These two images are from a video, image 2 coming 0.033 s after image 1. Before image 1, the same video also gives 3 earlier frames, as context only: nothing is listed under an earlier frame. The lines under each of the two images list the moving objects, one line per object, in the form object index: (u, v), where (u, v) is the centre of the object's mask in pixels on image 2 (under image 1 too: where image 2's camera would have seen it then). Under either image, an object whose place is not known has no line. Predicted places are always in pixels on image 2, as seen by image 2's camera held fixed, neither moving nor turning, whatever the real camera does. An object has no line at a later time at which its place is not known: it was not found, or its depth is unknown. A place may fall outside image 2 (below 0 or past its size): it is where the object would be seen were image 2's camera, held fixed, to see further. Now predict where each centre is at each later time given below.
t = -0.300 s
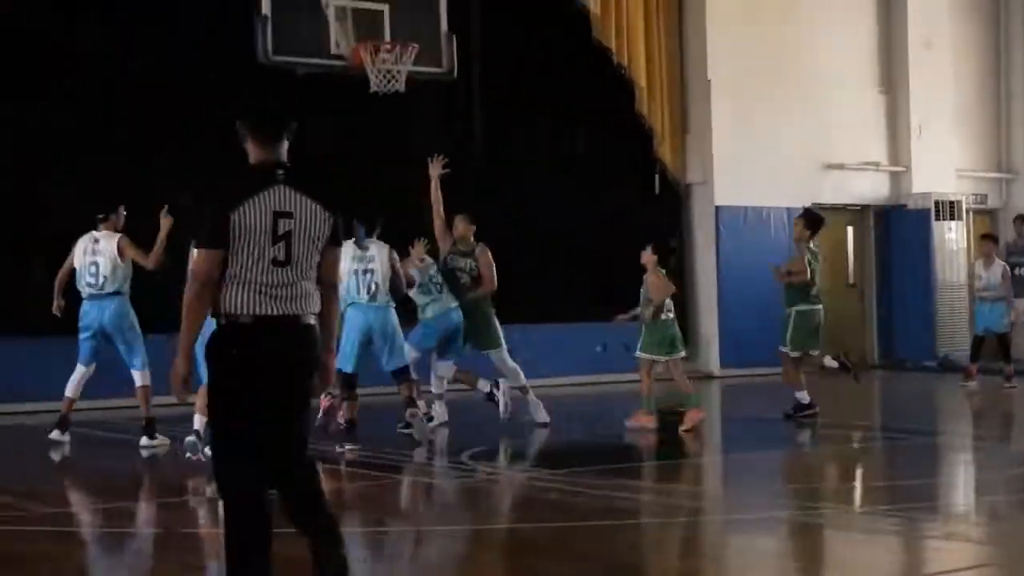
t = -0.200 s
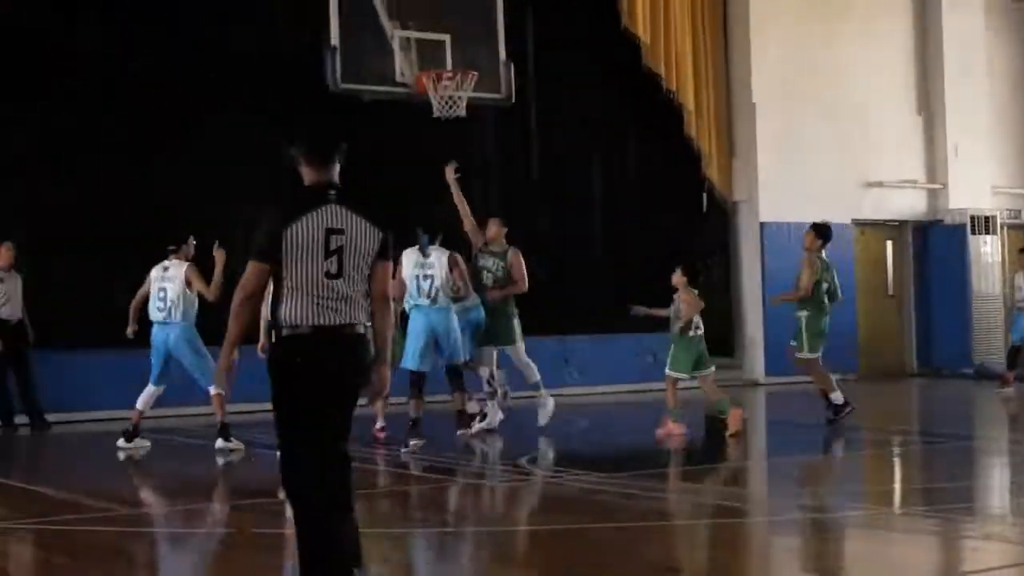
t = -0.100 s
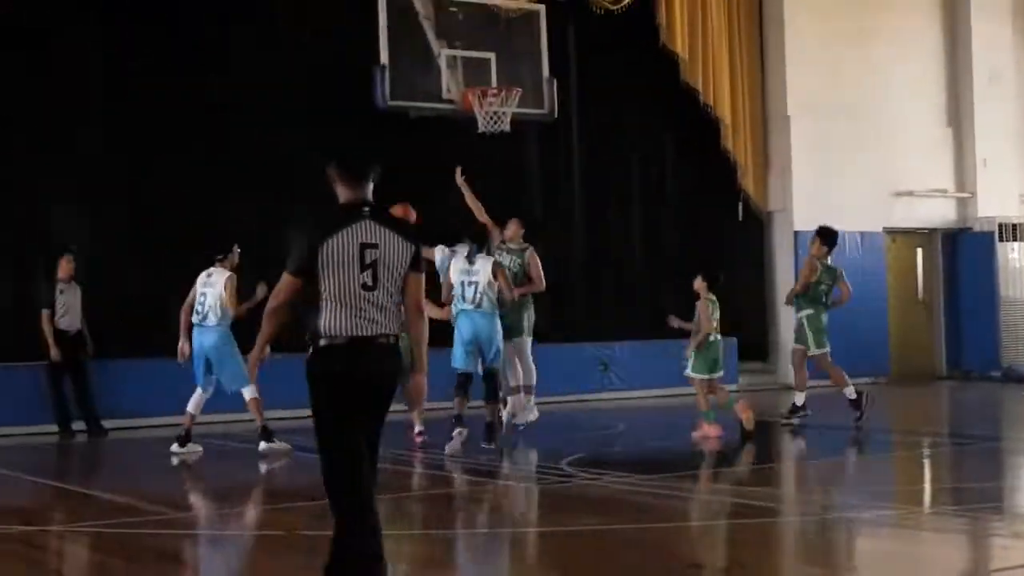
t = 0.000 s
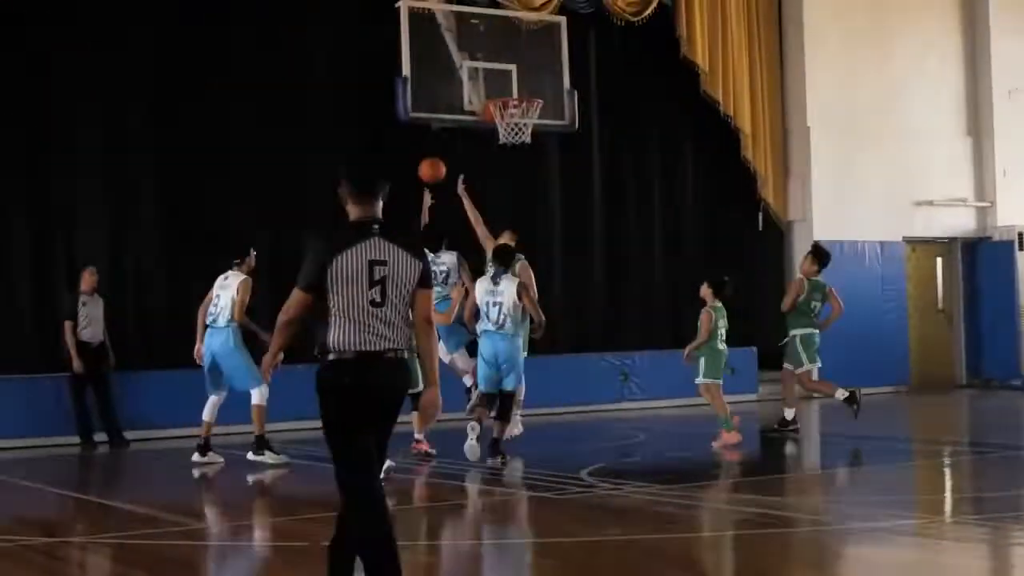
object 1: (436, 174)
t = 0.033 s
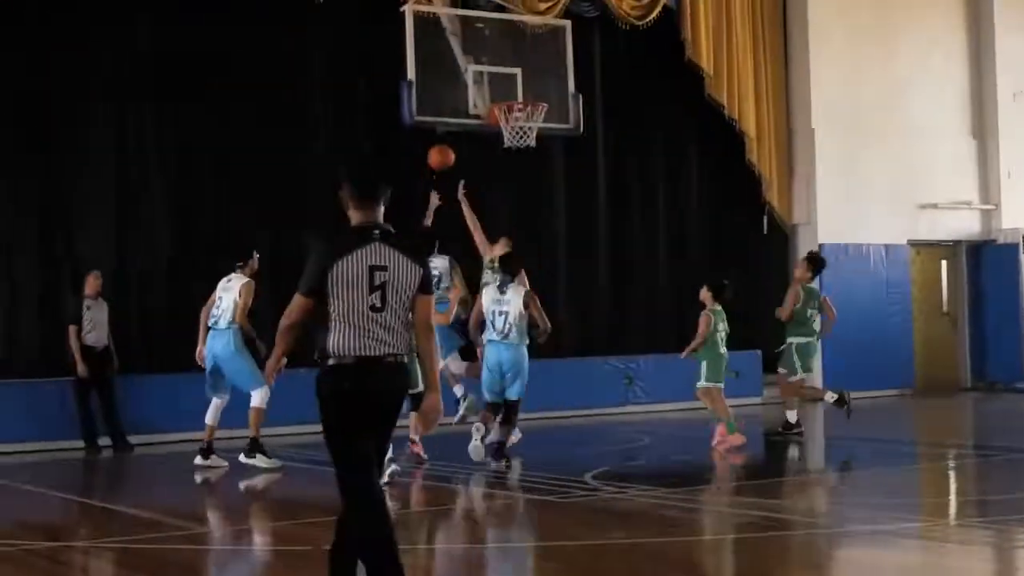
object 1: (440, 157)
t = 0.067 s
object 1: (445, 142)
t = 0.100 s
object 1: (449, 129)
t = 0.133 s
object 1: (453, 114)
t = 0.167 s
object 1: (457, 103)
